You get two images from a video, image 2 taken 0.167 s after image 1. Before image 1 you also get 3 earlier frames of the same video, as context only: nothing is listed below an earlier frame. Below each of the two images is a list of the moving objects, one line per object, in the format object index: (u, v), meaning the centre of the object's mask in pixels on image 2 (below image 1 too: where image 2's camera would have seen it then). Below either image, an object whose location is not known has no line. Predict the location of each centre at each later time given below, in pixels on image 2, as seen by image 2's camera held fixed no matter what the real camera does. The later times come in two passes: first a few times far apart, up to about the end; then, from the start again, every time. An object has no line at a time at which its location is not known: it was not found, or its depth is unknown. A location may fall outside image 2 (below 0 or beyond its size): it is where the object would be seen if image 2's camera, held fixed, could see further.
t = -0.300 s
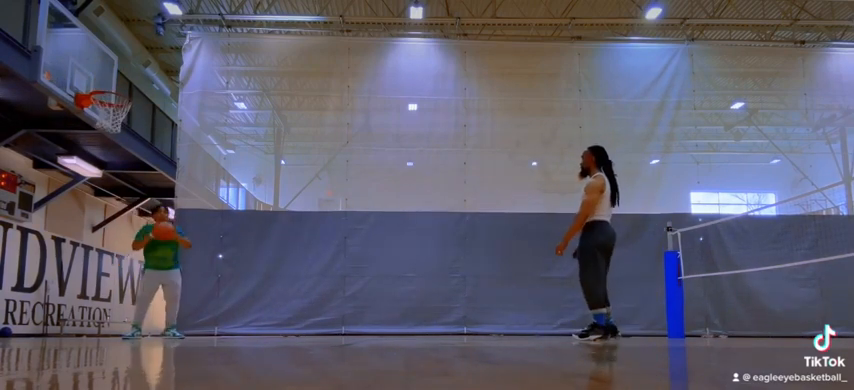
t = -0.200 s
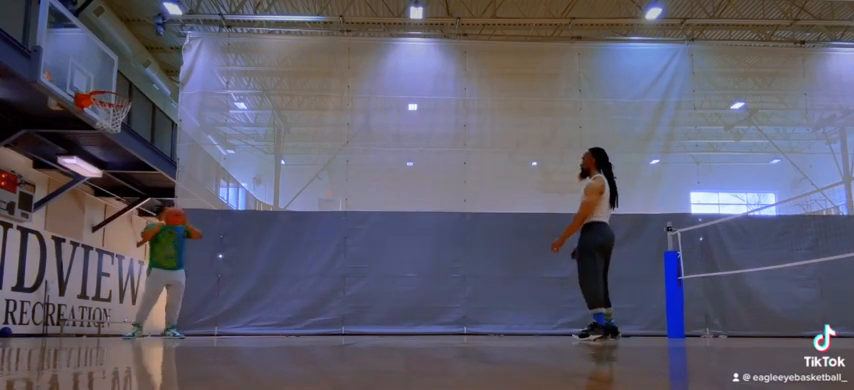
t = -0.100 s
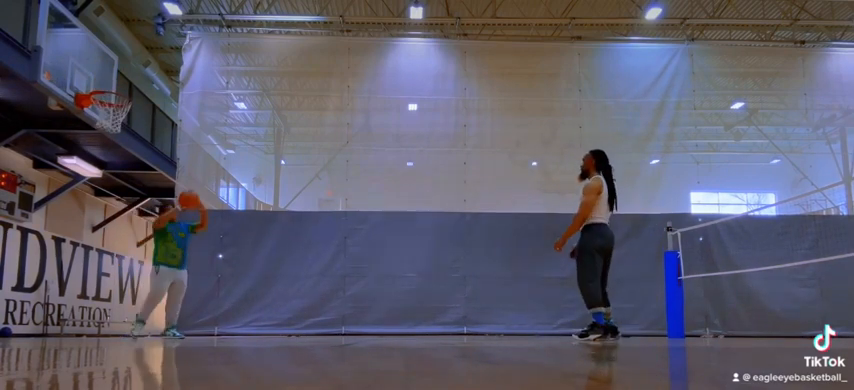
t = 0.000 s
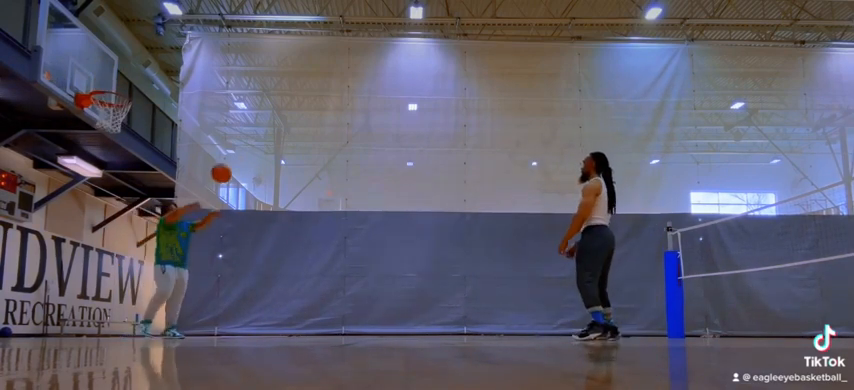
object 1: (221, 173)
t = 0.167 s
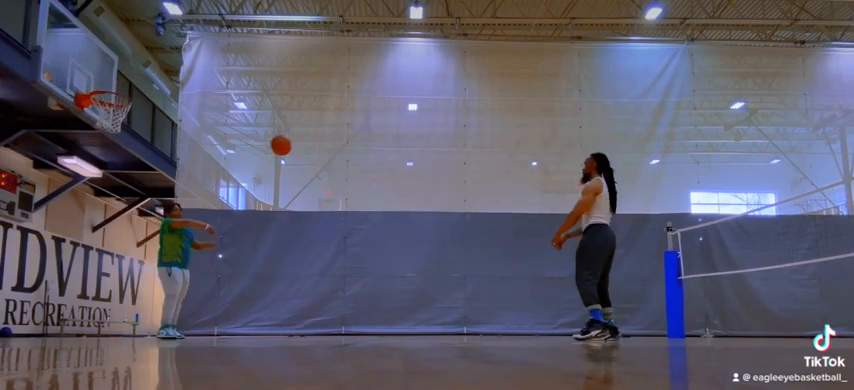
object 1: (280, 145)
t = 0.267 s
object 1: (319, 138)
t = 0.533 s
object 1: (435, 164)
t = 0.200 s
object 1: (293, 142)
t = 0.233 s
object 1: (306, 140)
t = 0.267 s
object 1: (319, 138)
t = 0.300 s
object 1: (332, 138)
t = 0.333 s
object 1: (346, 138)
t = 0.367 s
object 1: (360, 140)
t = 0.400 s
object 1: (374, 142)
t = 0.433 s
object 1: (389, 146)
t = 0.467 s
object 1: (403, 151)
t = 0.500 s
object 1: (419, 157)
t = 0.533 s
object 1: (435, 164)
